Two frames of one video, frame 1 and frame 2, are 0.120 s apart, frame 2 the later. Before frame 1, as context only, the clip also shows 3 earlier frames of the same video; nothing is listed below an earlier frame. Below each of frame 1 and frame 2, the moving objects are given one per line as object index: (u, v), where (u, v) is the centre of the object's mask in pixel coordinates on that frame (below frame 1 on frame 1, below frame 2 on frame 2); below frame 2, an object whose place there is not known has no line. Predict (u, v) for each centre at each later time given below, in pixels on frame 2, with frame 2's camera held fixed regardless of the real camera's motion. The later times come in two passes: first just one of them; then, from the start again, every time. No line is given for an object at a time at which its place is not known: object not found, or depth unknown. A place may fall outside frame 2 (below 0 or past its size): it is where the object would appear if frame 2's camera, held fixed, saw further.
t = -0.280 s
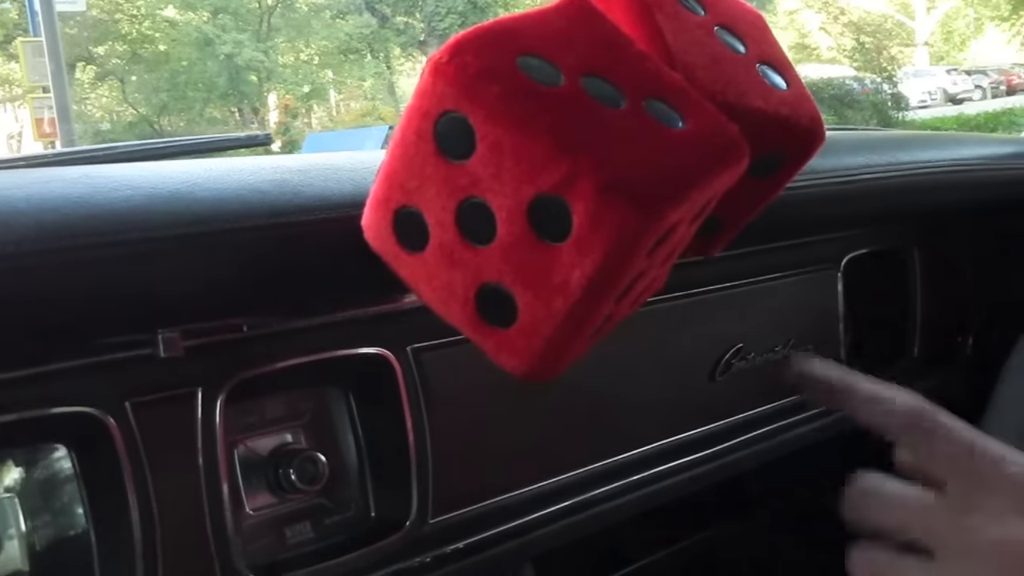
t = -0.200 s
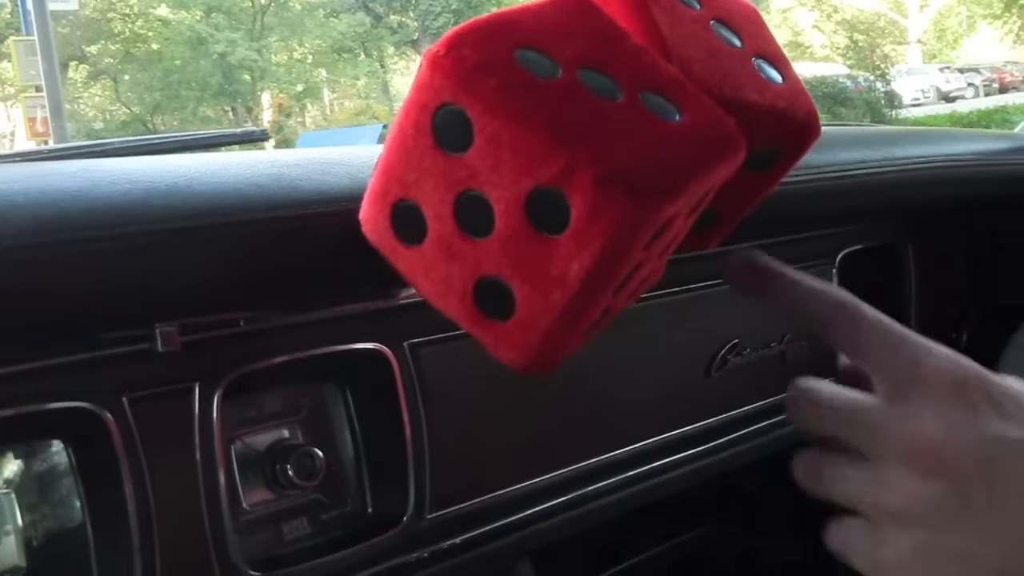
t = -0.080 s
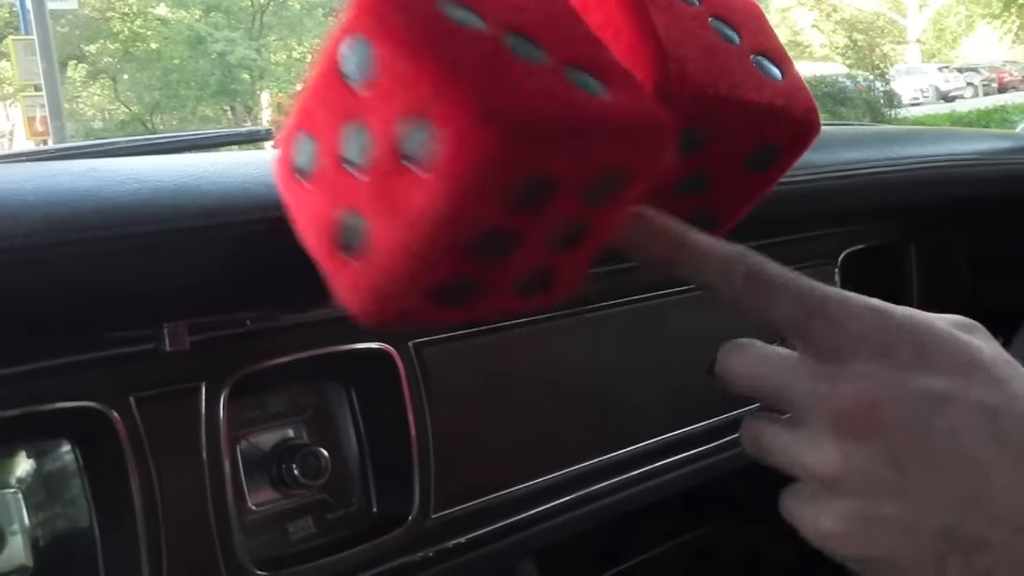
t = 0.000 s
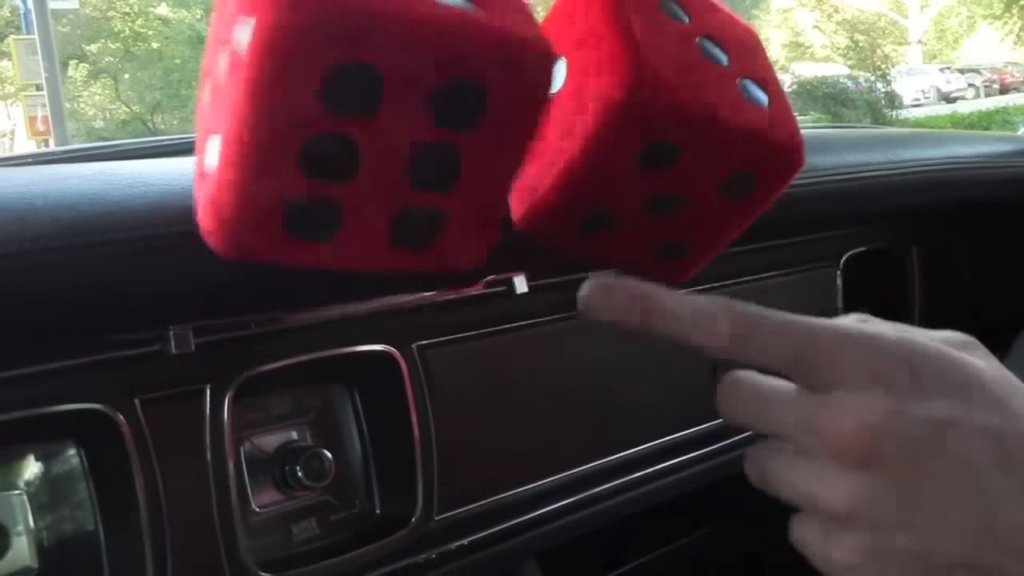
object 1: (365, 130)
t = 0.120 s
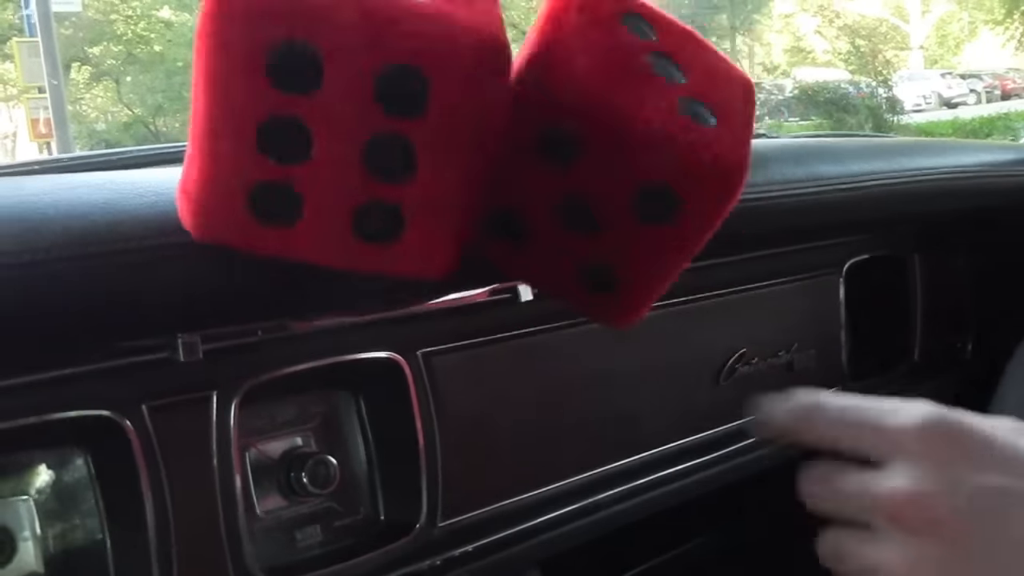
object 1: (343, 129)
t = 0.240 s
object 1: (364, 138)
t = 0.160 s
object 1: (347, 133)
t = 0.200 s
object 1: (354, 136)
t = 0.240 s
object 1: (364, 138)
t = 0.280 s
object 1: (382, 144)
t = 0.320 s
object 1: (406, 149)
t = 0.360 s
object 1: (441, 158)
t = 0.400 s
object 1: (480, 169)
